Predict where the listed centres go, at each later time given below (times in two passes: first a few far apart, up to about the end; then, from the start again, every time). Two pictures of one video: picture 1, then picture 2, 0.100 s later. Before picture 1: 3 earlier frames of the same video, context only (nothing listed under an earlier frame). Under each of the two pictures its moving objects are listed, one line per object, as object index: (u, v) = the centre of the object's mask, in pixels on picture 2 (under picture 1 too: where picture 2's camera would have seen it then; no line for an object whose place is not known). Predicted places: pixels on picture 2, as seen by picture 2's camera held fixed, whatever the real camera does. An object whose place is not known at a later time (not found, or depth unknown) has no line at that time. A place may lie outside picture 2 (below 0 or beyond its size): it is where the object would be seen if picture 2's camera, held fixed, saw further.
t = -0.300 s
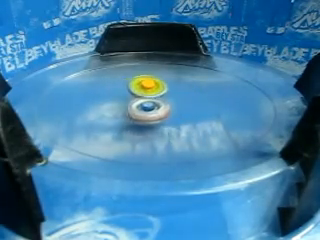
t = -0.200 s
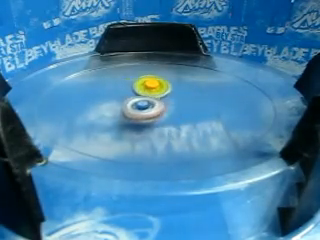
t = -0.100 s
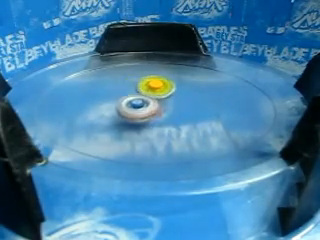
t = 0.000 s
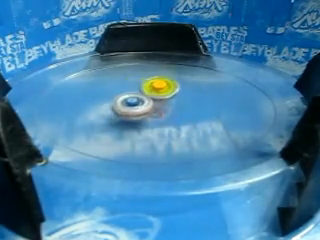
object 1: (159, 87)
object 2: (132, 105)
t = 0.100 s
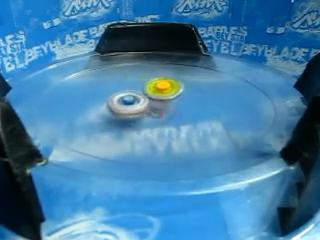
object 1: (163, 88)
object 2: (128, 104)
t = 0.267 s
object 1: (167, 90)
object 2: (122, 101)
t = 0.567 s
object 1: (172, 96)
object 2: (122, 98)
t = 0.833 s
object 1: (171, 100)
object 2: (131, 96)
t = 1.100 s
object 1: (171, 107)
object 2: (135, 91)
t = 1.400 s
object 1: (164, 111)
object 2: (142, 90)
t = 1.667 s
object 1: (149, 110)
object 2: (149, 92)
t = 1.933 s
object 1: (135, 108)
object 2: (160, 94)
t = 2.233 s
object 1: (127, 102)
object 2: (168, 96)
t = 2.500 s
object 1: (122, 95)
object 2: (169, 98)
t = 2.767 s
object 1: (126, 92)
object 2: (169, 103)
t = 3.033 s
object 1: (135, 89)
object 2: (164, 107)
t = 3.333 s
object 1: (151, 87)
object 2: (155, 110)
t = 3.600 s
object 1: (160, 90)
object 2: (142, 111)
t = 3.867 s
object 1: (168, 99)
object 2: (134, 114)
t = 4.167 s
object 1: (170, 105)
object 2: (125, 109)
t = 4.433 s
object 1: (166, 110)
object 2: (121, 104)
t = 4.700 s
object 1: (158, 114)
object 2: (122, 98)
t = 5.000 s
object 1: (146, 115)
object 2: (128, 92)
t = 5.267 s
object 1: (135, 111)
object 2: (137, 91)
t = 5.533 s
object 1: (127, 108)
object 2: (150, 93)
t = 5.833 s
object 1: (128, 103)
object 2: (165, 96)
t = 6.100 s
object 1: (122, 99)
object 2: (185, 97)
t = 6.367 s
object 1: (136, 98)
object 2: (188, 100)
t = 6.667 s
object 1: (141, 96)
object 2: (181, 109)
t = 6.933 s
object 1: (145, 96)
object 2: (168, 117)
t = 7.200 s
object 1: (149, 98)
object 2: (153, 122)
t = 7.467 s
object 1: (152, 101)
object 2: (138, 123)
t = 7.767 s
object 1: (154, 102)
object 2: (120, 120)
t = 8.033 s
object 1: (157, 103)
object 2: (110, 113)
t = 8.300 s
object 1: (154, 104)
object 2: (104, 105)
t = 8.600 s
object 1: (162, 106)
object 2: (102, 94)
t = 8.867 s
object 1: (158, 105)
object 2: (108, 87)
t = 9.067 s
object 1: (154, 105)
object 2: (118, 87)
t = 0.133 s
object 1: (164, 88)
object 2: (127, 103)
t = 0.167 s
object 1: (165, 89)
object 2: (126, 103)
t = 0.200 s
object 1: (166, 90)
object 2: (125, 102)
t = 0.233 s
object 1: (167, 90)
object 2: (123, 101)
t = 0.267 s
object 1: (167, 90)
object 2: (122, 101)
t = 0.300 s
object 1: (168, 91)
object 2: (122, 101)
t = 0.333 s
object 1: (169, 91)
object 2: (122, 100)
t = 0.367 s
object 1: (170, 92)
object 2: (121, 100)
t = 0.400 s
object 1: (170, 92)
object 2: (121, 99)
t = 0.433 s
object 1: (171, 93)
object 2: (121, 99)
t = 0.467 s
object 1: (171, 94)
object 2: (121, 99)
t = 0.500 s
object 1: (171, 95)
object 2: (121, 99)
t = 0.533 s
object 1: (171, 95)
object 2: (121, 98)
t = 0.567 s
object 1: (172, 96)
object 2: (122, 98)
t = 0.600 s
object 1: (172, 96)
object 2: (123, 98)
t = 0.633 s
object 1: (172, 97)
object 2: (124, 97)
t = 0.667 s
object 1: (172, 97)
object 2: (125, 97)
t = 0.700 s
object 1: (172, 98)
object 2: (126, 97)
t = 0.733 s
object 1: (172, 99)
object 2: (127, 97)
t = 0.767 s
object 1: (172, 99)
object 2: (128, 96)
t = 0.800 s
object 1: (172, 100)
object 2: (130, 96)
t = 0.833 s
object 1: (171, 100)
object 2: (131, 96)
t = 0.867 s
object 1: (172, 101)
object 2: (131, 95)
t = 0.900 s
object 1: (173, 102)
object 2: (131, 94)
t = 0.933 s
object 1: (173, 103)
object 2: (132, 94)
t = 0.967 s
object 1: (174, 104)
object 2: (133, 93)
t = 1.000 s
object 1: (173, 105)
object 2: (133, 93)
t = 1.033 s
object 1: (172, 106)
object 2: (134, 92)
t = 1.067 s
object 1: (172, 107)
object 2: (134, 92)
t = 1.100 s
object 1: (171, 107)
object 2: (135, 91)
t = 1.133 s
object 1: (170, 108)
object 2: (136, 91)
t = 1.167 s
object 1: (169, 109)
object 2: (137, 90)
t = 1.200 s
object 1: (169, 109)
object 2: (138, 90)
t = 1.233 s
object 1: (168, 110)
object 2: (138, 90)
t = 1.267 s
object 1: (167, 110)
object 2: (139, 90)
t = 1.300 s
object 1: (166, 110)
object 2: (139, 90)
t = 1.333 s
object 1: (166, 110)
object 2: (141, 90)
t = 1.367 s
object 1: (165, 110)
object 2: (142, 89)
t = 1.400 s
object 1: (164, 111)
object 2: (142, 90)
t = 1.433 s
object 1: (162, 110)
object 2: (143, 90)
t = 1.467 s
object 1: (159, 110)
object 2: (143, 90)
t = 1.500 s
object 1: (158, 110)
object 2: (144, 90)
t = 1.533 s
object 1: (157, 110)
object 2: (145, 91)
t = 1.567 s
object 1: (154, 110)
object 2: (145, 91)
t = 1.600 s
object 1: (153, 110)
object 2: (147, 91)
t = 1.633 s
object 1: (150, 110)
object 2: (148, 91)
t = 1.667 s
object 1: (149, 110)
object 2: (149, 92)
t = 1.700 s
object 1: (146, 110)
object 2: (151, 91)
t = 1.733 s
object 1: (144, 110)
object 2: (152, 92)
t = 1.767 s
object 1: (143, 110)
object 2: (153, 92)
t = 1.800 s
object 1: (141, 109)
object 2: (155, 92)
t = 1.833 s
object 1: (140, 109)
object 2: (156, 92)
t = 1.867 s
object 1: (139, 109)
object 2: (158, 93)
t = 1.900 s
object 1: (137, 109)
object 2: (159, 93)
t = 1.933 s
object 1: (135, 108)
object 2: (160, 94)
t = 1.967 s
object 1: (132, 107)
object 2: (161, 94)
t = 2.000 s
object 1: (131, 107)
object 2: (162, 94)
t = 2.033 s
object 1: (130, 106)
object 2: (163, 94)
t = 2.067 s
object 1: (129, 105)
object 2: (164, 95)
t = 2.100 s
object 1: (128, 105)
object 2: (165, 95)
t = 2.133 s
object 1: (127, 104)
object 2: (165, 95)
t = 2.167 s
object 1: (127, 103)
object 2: (166, 95)
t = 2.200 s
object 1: (126, 103)
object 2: (167, 96)
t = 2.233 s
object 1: (127, 102)
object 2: (168, 96)
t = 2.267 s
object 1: (126, 102)
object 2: (168, 96)
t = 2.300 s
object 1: (126, 101)
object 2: (168, 97)
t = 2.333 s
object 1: (126, 101)
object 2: (168, 97)
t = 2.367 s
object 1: (126, 100)
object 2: (168, 97)
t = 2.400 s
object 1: (126, 100)
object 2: (168, 98)
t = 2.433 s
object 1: (126, 98)
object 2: (168, 98)
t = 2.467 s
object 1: (125, 96)
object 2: (169, 98)
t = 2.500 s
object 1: (122, 95)
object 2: (169, 98)
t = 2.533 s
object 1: (122, 94)
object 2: (169, 99)
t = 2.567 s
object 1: (121, 94)
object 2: (170, 99)
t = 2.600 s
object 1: (122, 93)
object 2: (170, 100)
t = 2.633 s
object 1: (123, 93)
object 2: (171, 100)
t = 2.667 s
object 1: (124, 93)
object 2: (170, 101)
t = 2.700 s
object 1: (124, 92)
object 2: (170, 101)
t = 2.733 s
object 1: (125, 92)
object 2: (169, 102)
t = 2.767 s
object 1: (126, 92)
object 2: (169, 103)
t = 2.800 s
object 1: (127, 91)
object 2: (169, 103)
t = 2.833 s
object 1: (128, 91)
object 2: (169, 103)
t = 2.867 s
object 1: (129, 91)
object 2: (168, 104)
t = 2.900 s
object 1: (130, 90)
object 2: (167, 104)
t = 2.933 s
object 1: (132, 90)
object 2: (167, 105)
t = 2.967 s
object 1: (134, 90)
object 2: (166, 106)
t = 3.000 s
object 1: (134, 90)
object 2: (165, 106)
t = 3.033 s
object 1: (135, 89)
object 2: (164, 107)
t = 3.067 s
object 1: (137, 88)
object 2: (163, 107)
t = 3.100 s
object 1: (139, 89)
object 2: (162, 108)
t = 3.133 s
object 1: (140, 88)
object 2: (161, 108)
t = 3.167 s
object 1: (141, 88)
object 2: (160, 109)
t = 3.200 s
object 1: (143, 87)
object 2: (158, 109)
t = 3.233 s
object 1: (145, 87)
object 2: (157, 109)
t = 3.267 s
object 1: (146, 87)
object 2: (156, 110)
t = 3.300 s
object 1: (148, 87)
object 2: (154, 110)
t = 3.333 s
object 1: (151, 87)
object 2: (155, 110)
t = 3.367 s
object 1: (152, 87)
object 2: (153, 110)
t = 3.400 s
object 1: (153, 88)
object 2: (151, 111)
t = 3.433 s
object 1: (154, 88)
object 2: (149, 111)
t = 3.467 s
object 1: (155, 88)
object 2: (147, 111)
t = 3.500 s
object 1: (156, 89)
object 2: (146, 112)
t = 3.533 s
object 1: (157, 89)
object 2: (145, 112)
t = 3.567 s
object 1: (159, 89)
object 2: (143, 112)
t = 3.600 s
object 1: (160, 90)
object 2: (142, 111)
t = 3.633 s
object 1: (161, 90)
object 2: (141, 111)
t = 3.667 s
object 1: (162, 91)
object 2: (141, 112)
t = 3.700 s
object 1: (163, 91)
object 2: (139, 112)
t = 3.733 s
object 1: (164, 92)
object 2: (138, 112)
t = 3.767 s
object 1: (165, 97)
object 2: (137, 115)
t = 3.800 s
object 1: (166, 94)
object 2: (136, 111)
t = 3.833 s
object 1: (167, 95)
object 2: (135, 111)
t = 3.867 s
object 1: (168, 99)
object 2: (134, 114)
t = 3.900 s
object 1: (168, 99)
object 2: (132, 113)
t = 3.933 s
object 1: (169, 100)
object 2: (131, 113)
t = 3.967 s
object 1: (170, 101)
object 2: (130, 112)
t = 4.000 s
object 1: (170, 101)
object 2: (129, 111)
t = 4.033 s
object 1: (170, 102)
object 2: (128, 111)
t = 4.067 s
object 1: (170, 103)
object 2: (127, 111)
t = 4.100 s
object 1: (170, 103)
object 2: (127, 110)
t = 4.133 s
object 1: (170, 104)
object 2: (126, 110)
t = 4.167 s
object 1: (170, 105)
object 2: (125, 109)
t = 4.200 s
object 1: (171, 105)
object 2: (124, 109)
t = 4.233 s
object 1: (170, 106)
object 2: (123, 108)
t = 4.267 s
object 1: (170, 107)
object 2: (122, 107)
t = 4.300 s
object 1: (169, 107)
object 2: (122, 107)
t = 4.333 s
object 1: (169, 108)
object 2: (122, 106)
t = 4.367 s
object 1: (168, 108)
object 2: (121, 106)
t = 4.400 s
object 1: (167, 109)
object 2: (121, 105)
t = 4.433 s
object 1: (166, 110)
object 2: (121, 104)
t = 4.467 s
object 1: (164, 110)
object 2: (121, 103)
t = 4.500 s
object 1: (163, 110)
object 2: (120, 103)
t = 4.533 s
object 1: (162, 111)
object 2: (121, 102)
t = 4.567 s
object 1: (161, 111)
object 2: (122, 102)
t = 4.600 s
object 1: (159, 112)
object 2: (121, 101)
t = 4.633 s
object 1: (158, 112)
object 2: (122, 101)
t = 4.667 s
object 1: (157, 113)
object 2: (121, 100)
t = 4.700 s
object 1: (158, 114)
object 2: (122, 98)
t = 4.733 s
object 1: (157, 115)
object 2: (122, 97)
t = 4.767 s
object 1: (156, 115)
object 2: (123, 97)
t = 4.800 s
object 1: (155, 115)
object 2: (124, 96)
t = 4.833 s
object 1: (154, 115)
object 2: (124, 95)
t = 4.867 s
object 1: (152, 115)
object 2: (125, 95)
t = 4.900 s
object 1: (150, 115)
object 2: (126, 94)
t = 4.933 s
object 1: (149, 116)
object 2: (127, 94)
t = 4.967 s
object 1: (148, 115)
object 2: (127, 93)
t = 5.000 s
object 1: (146, 115)
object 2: (128, 92)
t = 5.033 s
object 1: (144, 115)
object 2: (129, 92)
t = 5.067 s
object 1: (142, 114)
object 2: (129, 92)
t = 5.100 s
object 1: (143, 114)
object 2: (131, 92)
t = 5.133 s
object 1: (140, 113)
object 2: (131, 91)
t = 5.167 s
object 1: (140, 114)
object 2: (133, 91)
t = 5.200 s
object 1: (137, 113)
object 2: (134, 91)
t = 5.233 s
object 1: (136, 112)
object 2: (135, 92)
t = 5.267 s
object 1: (135, 111)
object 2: (137, 91)
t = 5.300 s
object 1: (134, 111)
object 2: (138, 91)
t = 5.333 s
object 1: (132, 111)
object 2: (141, 92)
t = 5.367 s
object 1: (130, 111)
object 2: (141, 92)
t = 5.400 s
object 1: (129, 110)
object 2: (143, 92)
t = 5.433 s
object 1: (128, 109)
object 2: (146, 92)
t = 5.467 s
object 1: (128, 109)
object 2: (147, 93)
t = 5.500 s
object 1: (127, 108)
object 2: (148, 92)
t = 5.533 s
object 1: (127, 108)
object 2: (150, 93)
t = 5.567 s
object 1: (126, 107)
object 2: (152, 93)
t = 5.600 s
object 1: (127, 107)
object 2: (154, 94)
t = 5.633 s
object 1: (127, 107)
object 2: (155, 94)
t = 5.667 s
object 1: (126, 106)
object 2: (156, 94)
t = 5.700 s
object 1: (126, 105)
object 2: (158, 95)
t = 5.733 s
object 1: (126, 105)
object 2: (160, 95)
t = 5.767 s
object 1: (127, 104)
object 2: (161, 96)
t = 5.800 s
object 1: (128, 104)
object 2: (163, 96)
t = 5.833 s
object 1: (128, 103)
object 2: (165, 96)
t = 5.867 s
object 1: (121, 100)
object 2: (170, 96)
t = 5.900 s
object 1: (119, 100)
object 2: (174, 96)
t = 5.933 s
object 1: (117, 99)
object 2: (176, 96)
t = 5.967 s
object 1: (118, 99)
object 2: (178, 96)
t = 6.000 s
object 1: (118, 99)
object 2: (180, 96)
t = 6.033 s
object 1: (119, 99)
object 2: (182, 97)
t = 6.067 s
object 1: (121, 99)
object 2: (183, 97)
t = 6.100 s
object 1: (122, 99)
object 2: (185, 97)
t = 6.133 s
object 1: (123, 99)
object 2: (186, 97)
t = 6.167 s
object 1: (125, 98)
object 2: (187, 98)
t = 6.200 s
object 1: (126, 98)
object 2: (187, 99)
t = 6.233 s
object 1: (128, 98)
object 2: (188, 98)
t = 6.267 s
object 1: (130, 98)
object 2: (188, 100)
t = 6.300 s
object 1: (132, 98)
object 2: (188, 100)
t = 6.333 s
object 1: (133, 98)
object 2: (188, 101)
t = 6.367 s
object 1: (136, 98)
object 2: (188, 100)
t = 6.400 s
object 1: (137, 98)
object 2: (187, 101)
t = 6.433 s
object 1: (140, 98)
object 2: (186, 103)
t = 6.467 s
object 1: (141, 97)
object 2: (185, 103)
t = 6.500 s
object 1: (142, 97)
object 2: (185, 104)
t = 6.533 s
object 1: (139, 96)
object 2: (185, 105)
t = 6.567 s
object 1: (139, 96)
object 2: (185, 107)
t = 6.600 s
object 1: (139, 96)
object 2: (184, 107)
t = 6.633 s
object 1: (140, 95)
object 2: (183, 108)
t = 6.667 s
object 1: (141, 96)
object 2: (181, 109)
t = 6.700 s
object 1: (141, 96)
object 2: (180, 110)
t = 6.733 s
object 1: (142, 96)
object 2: (178, 111)
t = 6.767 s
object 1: (143, 97)
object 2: (176, 112)
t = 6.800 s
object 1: (143, 97)
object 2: (175, 113)
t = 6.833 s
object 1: (144, 96)
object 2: (174, 114)
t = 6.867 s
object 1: (144, 96)
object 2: (172, 115)
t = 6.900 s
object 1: (144, 96)
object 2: (170, 116)
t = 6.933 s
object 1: (145, 96)
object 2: (168, 117)
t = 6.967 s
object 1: (145, 96)
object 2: (166, 118)
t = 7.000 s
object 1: (146, 96)
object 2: (165, 119)
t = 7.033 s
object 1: (146, 96)
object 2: (163, 119)
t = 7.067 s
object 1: (147, 96)
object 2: (161, 119)
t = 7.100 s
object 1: (147, 97)
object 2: (159, 120)
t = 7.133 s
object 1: (148, 97)
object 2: (158, 121)
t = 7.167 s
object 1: (148, 98)
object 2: (155, 122)
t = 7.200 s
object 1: (149, 98)
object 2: (153, 122)
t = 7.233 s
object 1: (149, 98)
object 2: (151, 122)
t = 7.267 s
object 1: (149, 99)
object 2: (150, 122)
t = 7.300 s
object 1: (150, 99)
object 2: (147, 123)
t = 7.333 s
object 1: (151, 99)
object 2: (146, 123)
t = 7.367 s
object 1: (151, 100)
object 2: (144, 123)
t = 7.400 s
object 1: (152, 101)
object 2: (141, 123)
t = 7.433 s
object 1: (152, 100)
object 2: (140, 123)
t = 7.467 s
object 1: (152, 101)
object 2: (138, 123)
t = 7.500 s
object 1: (152, 101)
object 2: (135, 122)
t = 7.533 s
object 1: (153, 102)
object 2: (134, 122)
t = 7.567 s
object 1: (154, 102)
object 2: (131, 122)
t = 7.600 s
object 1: (155, 102)
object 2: (129, 121)
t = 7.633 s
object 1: (154, 102)
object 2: (127, 122)
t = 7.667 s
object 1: (155, 102)
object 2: (126, 122)
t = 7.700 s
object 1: (155, 103)
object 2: (124, 121)
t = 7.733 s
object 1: (154, 102)
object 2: (122, 121)
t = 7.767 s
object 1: (154, 102)
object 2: (120, 120)
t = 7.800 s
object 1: (154, 103)
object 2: (119, 119)
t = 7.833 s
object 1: (154, 103)
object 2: (118, 118)
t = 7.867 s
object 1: (154, 104)
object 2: (117, 117)
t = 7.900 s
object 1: (153, 104)
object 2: (116, 116)
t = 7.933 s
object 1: (154, 104)
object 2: (115, 116)
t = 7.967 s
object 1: (153, 104)
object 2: (115, 115)
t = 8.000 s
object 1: (154, 104)
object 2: (113, 114)
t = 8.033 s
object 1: (157, 103)
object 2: (110, 113)
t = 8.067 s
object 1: (157, 103)
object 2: (109, 112)
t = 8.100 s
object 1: (157, 104)
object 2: (108, 112)
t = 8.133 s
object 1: (157, 103)
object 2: (107, 110)
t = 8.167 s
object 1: (157, 104)
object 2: (106, 109)
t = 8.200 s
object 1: (156, 103)
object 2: (105, 108)
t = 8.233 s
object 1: (155, 104)
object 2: (105, 107)
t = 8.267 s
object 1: (155, 103)
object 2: (104, 106)
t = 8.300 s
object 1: (154, 104)
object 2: (104, 105)
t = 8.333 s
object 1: (153, 104)
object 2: (105, 104)
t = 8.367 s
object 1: (152, 104)
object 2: (104, 103)
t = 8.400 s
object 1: (151, 104)
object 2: (105, 102)
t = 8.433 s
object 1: (151, 103)
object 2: (105, 101)
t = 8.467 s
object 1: (150, 104)
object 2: (107, 100)
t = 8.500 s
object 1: (151, 105)
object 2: (106, 99)
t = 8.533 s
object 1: (156, 106)
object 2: (102, 97)
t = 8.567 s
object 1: (160, 106)
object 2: (102, 95)
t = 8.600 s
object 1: (162, 106)
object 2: (102, 94)
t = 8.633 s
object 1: (162, 106)
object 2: (102, 92)
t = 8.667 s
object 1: (162, 106)
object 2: (103, 91)
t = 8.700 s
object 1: (162, 106)
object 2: (104, 90)
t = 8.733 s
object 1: (161, 106)
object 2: (104, 89)
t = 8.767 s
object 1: (160, 106)
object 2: (105, 89)
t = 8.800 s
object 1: (159, 105)
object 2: (105, 88)
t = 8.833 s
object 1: (159, 105)
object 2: (106, 87)
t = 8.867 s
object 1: (158, 105)
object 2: (108, 87)
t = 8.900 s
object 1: (158, 105)
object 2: (110, 87)
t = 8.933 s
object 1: (157, 105)
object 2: (111, 86)
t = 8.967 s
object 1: (156, 105)
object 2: (113, 86)
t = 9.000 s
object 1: (155, 105)
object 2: (115, 87)
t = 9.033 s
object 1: (155, 105)
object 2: (116, 86)
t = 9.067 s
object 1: (154, 105)
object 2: (118, 87)
